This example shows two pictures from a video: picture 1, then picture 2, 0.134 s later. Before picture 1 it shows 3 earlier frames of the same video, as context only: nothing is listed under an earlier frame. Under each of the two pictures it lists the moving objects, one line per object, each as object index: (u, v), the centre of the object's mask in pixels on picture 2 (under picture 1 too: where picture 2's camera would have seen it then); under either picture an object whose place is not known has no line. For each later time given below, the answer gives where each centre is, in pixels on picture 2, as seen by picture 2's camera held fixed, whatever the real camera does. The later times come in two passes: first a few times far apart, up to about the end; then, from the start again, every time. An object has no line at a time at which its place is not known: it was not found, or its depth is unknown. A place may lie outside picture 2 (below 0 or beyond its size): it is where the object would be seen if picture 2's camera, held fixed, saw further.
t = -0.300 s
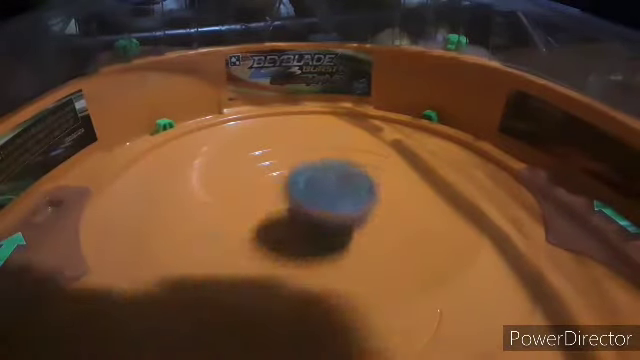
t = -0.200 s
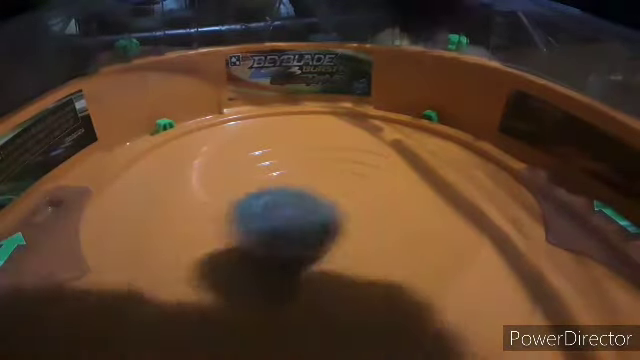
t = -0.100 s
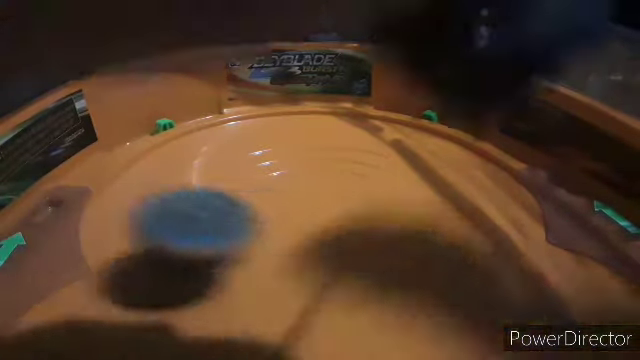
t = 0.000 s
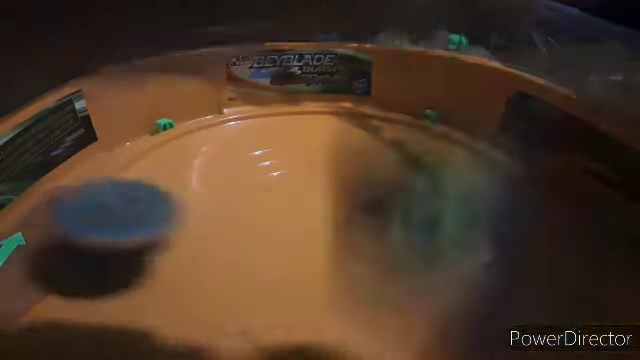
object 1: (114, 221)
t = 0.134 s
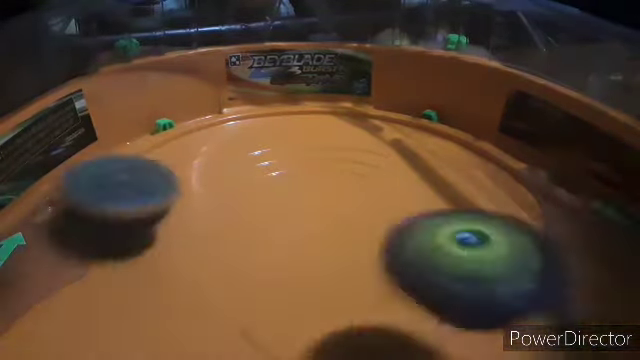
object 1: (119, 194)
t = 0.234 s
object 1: (161, 176)
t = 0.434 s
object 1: (276, 170)
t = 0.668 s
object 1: (337, 198)
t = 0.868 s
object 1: (303, 195)
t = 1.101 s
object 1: (307, 176)
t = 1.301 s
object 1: (222, 139)
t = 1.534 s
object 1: (247, 106)
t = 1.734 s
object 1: (303, 125)
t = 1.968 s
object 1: (302, 187)
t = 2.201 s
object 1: (212, 180)
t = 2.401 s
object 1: (248, 164)
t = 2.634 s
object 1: (105, 157)
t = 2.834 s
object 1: (153, 164)
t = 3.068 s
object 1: (199, 193)
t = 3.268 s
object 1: (259, 222)
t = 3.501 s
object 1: (319, 232)
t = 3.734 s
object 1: (371, 224)
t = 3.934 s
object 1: (395, 202)
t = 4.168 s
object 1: (395, 175)
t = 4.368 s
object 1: (381, 151)
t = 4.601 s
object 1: (364, 140)
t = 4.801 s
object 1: (339, 144)
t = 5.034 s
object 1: (275, 150)
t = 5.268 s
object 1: (227, 159)
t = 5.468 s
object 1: (220, 165)
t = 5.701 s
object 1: (181, 188)
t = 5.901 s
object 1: (204, 208)
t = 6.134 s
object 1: (294, 221)
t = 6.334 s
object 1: (360, 227)
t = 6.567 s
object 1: (449, 269)
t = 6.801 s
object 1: (579, 290)
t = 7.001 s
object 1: (573, 294)
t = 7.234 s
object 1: (458, 246)
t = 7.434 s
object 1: (325, 210)
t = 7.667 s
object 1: (252, 165)
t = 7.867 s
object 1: (230, 190)
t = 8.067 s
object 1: (217, 215)
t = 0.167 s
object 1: (134, 186)
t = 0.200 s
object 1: (146, 180)
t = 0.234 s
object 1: (161, 176)
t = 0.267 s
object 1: (175, 173)
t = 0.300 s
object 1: (194, 169)
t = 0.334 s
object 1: (213, 167)
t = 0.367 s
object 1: (233, 172)
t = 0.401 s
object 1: (255, 169)
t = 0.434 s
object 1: (276, 170)
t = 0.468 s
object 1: (300, 173)
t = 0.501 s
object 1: (321, 178)
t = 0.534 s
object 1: (342, 190)
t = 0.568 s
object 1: (357, 198)
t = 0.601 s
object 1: (352, 197)
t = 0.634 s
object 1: (344, 197)
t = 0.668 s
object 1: (337, 198)
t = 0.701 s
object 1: (329, 199)
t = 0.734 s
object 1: (322, 199)
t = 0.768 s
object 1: (316, 198)
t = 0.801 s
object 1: (310, 197)
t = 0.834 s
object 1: (307, 196)
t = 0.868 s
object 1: (303, 195)
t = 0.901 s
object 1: (302, 188)
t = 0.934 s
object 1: (301, 186)
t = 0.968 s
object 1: (300, 184)
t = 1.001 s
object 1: (300, 181)
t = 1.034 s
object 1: (302, 180)
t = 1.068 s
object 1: (304, 178)
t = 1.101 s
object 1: (307, 176)
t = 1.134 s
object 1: (310, 175)
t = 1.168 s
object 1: (309, 173)
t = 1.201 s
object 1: (278, 165)
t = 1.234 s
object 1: (252, 156)
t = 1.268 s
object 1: (233, 151)
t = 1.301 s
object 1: (222, 139)
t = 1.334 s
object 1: (216, 136)
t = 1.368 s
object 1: (216, 129)
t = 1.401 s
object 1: (221, 119)
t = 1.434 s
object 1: (228, 117)
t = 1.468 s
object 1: (234, 109)
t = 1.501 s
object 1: (238, 106)
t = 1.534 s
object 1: (247, 106)
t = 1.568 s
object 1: (258, 106)
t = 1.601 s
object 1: (264, 106)
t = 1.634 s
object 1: (270, 111)
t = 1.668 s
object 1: (280, 116)
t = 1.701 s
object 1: (292, 122)
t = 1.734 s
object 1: (303, 125)
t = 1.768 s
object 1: (311, 134)
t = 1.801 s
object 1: (318, 145)
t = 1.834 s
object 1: (322, 157)
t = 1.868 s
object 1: (322, 171)
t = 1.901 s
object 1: (319, 176)
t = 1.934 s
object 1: (312, 182)
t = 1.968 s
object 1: (302, 187)
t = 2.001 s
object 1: (289, 191)
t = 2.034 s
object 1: (275, 195)
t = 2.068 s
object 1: (259, 195)
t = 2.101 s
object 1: (242, 196)
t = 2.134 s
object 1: (230, 190)
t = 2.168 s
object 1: (219, 186)
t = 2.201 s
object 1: (212, 180)
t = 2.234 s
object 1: (210, 176)
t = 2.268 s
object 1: (212, 171)
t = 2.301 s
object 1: (218, 168)
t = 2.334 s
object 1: (225, 169)
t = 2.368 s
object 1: (234, 170)
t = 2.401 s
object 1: (248, 164)
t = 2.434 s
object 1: (252, 164)
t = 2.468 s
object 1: (214, 164)
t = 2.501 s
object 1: (177, 165)
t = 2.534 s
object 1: (145, 163)
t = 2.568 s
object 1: (123, 161)
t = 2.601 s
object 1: (109, 158)
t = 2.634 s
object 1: (105, 157)
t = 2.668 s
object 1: (109, 157)
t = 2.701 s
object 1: (118, 158)
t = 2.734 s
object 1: (128, 159)
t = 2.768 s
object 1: (137, 160)
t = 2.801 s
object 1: (147, 162)
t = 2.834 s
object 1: (153, 164)
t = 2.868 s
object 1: (159, 168)
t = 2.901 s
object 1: (165, 172)
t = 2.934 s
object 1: (171, 175)
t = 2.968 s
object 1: (177, 179)
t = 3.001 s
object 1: (184, 183)
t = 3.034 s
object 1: (192, 188)
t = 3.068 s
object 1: (199, 193)
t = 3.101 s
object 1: (208, 201)
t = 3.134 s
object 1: (218, 206)
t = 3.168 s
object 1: (229, 210)
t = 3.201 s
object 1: (239, 214)
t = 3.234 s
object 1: (248, 219)
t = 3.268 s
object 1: (259, 222)
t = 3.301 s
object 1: (268, 225)
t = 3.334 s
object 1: (277, 228)
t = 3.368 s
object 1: (286, 229)
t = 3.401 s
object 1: (295, 230)
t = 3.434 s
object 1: (303, 232)
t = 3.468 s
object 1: (311, 232)
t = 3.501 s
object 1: (319, 232)
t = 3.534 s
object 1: (329, 228)
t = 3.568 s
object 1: (335, 230)
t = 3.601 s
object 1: (342, 230)
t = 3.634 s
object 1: (350, 227)
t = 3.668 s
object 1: (357, 228)
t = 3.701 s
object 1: (364, 226)
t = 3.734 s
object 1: (371, 224)
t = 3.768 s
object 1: (378, 222)
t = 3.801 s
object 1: (383, 219)
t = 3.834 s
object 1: (388, 212)
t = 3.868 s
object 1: (392, 209)
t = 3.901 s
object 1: (394, 206)
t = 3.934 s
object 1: (395, 202)
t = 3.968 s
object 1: (396, 198)
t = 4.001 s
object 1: (398, 195)
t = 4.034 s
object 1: (398, 192)
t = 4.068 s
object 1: (397, 188)
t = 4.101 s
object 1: (397, 184)
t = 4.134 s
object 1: (396, 180)
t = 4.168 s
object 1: (395, 175)
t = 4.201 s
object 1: (393, 171)
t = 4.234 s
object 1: (391, 168)
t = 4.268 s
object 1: (388, 164)
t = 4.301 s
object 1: (386, 158)
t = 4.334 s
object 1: (384, 155)
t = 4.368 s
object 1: (381, 151)
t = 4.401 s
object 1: (380, 149)
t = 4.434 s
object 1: (377, 147)
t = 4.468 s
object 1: (375, 146)
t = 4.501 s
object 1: (372, 146)
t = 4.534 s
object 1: (369, 145)
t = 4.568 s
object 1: (367, 141)
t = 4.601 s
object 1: (364, 140)
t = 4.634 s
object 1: (362, 140)
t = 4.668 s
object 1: (358, 139)
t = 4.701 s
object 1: (353, 140)
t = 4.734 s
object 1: (348, 141)
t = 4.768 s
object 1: (344, 144)
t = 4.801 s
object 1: (339, 144)
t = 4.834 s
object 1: (330, 147)
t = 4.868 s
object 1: (321, 147)
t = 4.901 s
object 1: (311, 151)
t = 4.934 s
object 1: (303, 150)
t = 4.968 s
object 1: (293, 153)
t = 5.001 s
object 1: (284, 151)
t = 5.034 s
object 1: (275, 150)
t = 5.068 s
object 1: (266, 148)
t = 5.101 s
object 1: (255, 149)
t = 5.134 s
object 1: (248, 150)
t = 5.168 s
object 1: (240, 150)
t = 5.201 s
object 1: (235, 153)
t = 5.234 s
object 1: (230, 154)
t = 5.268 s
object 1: (227, 159)
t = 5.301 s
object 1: (225, 160)
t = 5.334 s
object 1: (224, 162)
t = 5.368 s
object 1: (224, 163)
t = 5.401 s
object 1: (224, 165)
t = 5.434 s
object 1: (226, 168)
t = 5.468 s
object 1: (220, 165)
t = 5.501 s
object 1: (210, 173)
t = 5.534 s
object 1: (202, 177)
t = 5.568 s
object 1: (196, 180)
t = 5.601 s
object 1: (190, 183)
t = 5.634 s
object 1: (186, 186)
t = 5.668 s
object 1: (183, 189)
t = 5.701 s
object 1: (181, 188)
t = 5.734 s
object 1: (180, 194)
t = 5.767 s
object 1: (182, 195)
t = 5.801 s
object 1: (185, 201)
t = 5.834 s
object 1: (190, 203)
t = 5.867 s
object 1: (196, 206)
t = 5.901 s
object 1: (204, 208)
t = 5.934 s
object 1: (215, 207)
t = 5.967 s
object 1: (226, 208)
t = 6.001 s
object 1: (239, 210)
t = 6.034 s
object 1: (252, 218)
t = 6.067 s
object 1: (266, 220)
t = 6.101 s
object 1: (280, 220)
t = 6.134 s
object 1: (294, 221)
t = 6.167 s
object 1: (307, 223)
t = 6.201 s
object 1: (319, 225)
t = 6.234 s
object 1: (331, 226)
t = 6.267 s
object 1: (341, 227)
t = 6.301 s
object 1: (351, 228)
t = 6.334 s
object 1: (360, 227)
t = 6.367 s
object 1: (366, 227)
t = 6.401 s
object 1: (372, 226)
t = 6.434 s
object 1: (377, 225)
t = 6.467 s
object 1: (397, 233)
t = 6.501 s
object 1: (415, 245)
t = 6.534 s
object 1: (430, 259)
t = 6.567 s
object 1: (449, 269)
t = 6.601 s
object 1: (471, 280)
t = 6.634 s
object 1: (499, 281)
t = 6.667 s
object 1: (518, 283)
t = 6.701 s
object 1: (535, 286)
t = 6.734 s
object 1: (555, 288)
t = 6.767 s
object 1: (571, 289)
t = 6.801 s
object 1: (579, 290)
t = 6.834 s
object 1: (585, 291)
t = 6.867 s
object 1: (588, 291)
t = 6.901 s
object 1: (588, 292)
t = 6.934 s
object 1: (583, 292)
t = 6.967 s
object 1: (577, 293)
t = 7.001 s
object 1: (573, 294)
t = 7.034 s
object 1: (566, 291)
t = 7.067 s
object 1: (557, 288)
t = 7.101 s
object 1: (540, 281)
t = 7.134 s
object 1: (524, 275)
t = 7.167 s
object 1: (499, 268)
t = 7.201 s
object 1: (477, 258)
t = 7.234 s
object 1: (458, 246)
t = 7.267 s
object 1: (440, 235)
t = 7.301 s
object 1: (420, 228)
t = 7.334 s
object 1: (396, 225)
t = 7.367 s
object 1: (367, 219)
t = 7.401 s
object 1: (347, 214)
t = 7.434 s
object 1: (325, 210)
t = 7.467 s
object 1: (308, 203)
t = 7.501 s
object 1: (292, 197)
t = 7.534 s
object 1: (279, 190)
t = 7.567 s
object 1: (271, 182)
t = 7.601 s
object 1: (264, 175)
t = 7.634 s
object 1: (258, 168)
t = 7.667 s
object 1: (252, 165)
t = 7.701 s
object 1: (244, 165)
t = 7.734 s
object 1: (240, 166)
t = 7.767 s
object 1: (235, 168)
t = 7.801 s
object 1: (232, 172)
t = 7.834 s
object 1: (231, 180)
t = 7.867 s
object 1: (230, 190)
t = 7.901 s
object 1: (230, 194)
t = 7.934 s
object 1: (229, 204)
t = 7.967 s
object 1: (227, 208)
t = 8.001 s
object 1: (225, 210)
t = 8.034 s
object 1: (223, 211)
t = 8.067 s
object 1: (217, 215)
